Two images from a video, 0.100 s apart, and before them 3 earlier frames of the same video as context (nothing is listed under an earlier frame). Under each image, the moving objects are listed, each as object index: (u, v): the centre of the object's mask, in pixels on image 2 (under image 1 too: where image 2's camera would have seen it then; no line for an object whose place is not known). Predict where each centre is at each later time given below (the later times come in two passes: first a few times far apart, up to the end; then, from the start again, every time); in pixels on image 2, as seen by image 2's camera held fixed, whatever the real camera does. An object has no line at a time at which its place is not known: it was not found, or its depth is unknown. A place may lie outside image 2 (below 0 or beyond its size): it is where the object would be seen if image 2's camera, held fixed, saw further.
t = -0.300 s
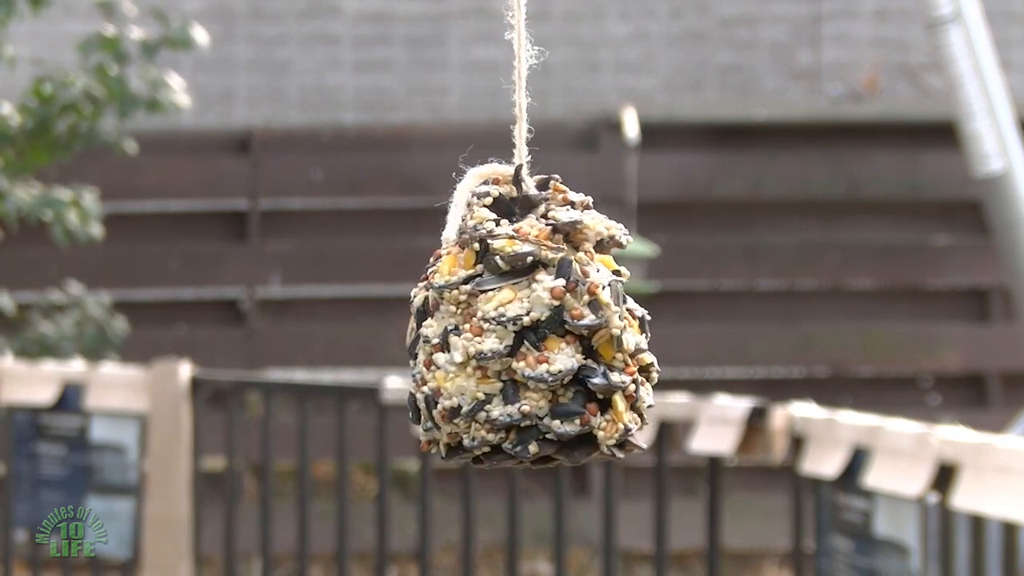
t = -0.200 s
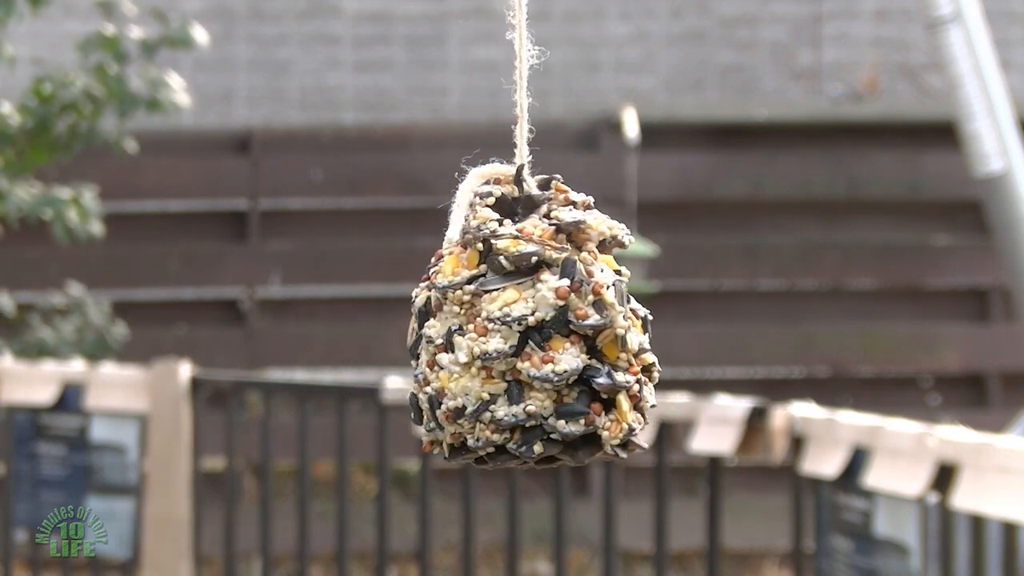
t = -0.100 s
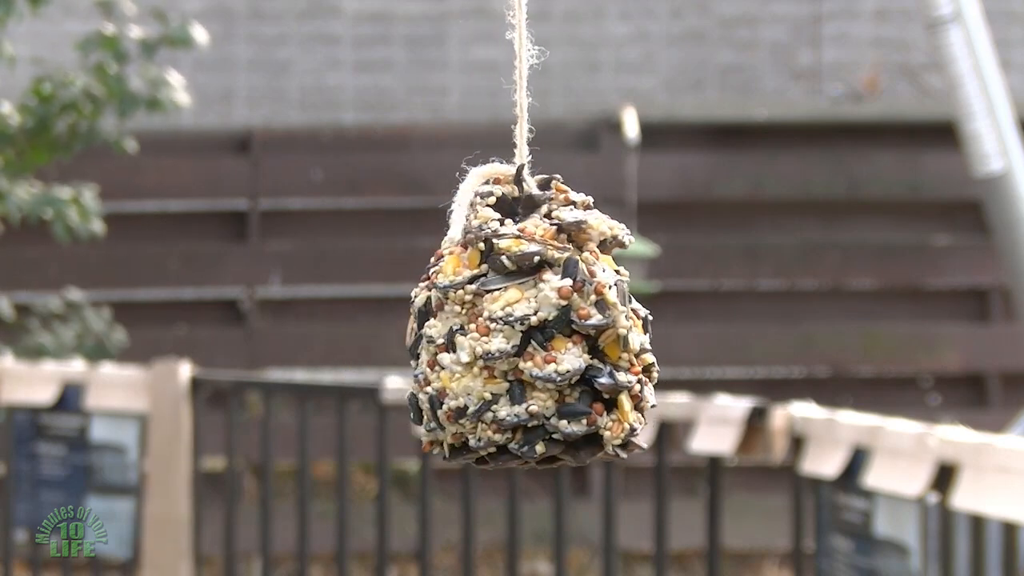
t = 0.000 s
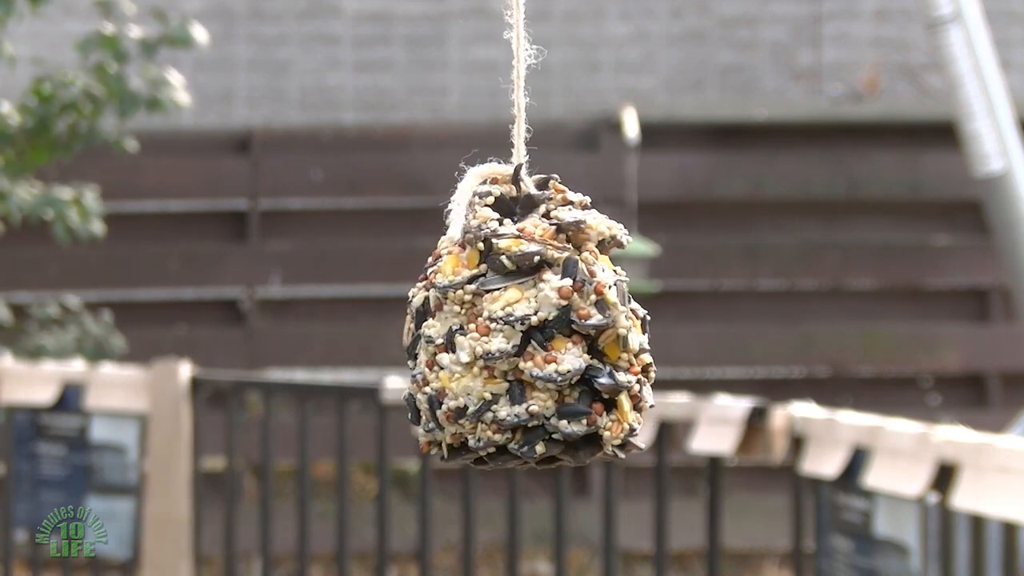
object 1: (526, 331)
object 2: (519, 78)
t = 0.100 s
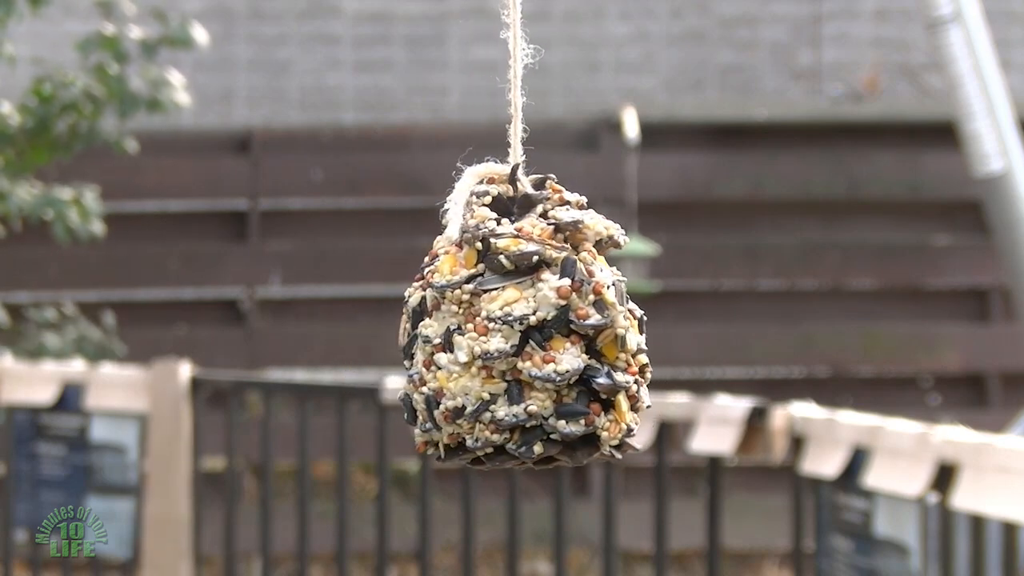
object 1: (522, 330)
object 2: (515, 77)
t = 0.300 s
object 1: (512, 331)
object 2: (506, 77)
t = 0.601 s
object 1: (496, 331)
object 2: (491, 76)
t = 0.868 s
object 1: (492, 331)
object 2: (487, 77)
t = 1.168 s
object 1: (502, 331)
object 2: (496, 78)
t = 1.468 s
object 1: (518, 329)
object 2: (511, 77)
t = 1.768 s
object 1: (521, 329)
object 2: (514, 76)
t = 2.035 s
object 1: (511, 331)
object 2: (505, 78)
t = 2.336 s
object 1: (495, 331)
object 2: (491, 78)
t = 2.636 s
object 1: (491, 330)
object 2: (487, 79)
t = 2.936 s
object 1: (505, 330)
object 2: (500, 80)
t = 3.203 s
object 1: (519, 329)
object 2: (512, 81)
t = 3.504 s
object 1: (521, 329)
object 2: (514, 81)
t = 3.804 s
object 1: (505, 329)
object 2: (501, 83)
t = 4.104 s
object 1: (487, 328)
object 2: (484, 83)
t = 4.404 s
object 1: (482, 329)
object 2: (479, 84)
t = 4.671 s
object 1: (493, 329)
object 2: (489, 84)
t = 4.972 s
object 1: (514, 329)
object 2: (507, 86)
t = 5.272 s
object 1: (524, 329)
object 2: (517, 86)
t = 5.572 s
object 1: (519, 331)
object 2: (514, 88)
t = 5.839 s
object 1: (502, 331)
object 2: (502, 86)
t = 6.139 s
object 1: (486, 332)
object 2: (490, 90)
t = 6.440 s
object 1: (490, 333)
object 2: (495, 92)
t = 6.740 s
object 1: (504, 332)
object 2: (509, 94)
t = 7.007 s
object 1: (511, 331)
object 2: (516, 93)
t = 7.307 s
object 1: (505, 331)
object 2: (509, 86)
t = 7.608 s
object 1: (491, 331)
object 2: (496, 85)
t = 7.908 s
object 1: (488, 331)
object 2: (492, 84)
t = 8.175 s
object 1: (501, 329)
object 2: (504, 83)
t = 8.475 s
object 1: (520, 328)
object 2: (522, 82)
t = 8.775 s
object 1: (528, 329)
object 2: (529, 83)
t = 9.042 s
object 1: (517, 329)
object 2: (519, 83)
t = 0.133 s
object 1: (521, 331)
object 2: (514, 78)
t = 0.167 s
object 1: (519, 330)
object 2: (512, 78)
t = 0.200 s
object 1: (518, 330)
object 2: (512, 78)
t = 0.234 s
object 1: (515, 330)
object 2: (509, 77)
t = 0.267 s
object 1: (514, 331)
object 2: (508, 77)
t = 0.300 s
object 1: (512, 331)
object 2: (506, 77)
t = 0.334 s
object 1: (510, 331)
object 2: (504, 76)
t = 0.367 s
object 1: (507, 331)
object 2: (501, 76)
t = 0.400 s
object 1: (505, 330)
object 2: (500, 76)
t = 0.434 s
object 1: (504, 330)
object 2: (499, 76)
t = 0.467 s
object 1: (502, 331)
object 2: (497, 77)
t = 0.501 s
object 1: (500, 331)
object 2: (495, 77)
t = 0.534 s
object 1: (498, 331)
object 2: (493, 77)
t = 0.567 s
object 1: (496, 331)
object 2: (491, 77)
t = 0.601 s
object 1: (496, 331)
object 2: (491, 76)
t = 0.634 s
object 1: (495, 331)
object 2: (490, 77)
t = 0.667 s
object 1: (493, 331)
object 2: (489, 77)
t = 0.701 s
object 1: (493, 331)
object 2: (488, 78)
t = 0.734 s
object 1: (491, 331)
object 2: (487, 77)
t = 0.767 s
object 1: (492, 331)
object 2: (487, 77)
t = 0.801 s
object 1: (492, 331)
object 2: (487, 77)
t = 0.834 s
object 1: (492, 331)
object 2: (487, 77)
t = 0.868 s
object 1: (492, 331)
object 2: (487, 77)
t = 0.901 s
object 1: (492, 330)
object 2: (487, 77)
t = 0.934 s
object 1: (493, 331)
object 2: (488, 78)
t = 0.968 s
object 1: (494, 330)
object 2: (489, 78)
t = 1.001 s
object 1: (494, 330)
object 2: (489, 78)
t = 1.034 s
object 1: (495, 331)
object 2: (490, 78)
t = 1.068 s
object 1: (497, 330)
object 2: (492, 78)
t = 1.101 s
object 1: (500, 330)
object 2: (494, 78)
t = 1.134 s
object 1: (502, 330)
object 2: (496, 78)
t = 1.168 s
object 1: (502, 331)
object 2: (496, 78)
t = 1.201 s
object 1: (505, 331)
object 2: (499, 77)
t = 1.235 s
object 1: (506, 330)
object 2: (500, 77)
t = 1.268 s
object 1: (509, 330)
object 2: (502, 77)
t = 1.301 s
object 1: (510, 330)
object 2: (504, 77)
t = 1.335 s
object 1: (512, 330)
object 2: (505, 78)
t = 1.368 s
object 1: (514, 331)
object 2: (507, 78)
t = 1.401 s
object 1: (516, 330)
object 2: (509, 78)
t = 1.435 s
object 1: (516, 329)
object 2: (509, 77)
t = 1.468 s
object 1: (518, 329)
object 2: (511, 77)
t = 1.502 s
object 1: (520, 329)
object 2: (513, 77)
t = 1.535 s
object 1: (520, 329)
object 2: (512, 77)
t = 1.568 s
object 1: (520, 330)
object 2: (513, 77)
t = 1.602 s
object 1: (522, 330)
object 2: (515, 77)
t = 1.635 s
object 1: (522, 329)
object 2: (515, 76)
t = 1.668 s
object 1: (522, 329)
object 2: (514, 77)
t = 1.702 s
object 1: (522, 329)
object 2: (515, 77)
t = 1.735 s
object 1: (522, 330)
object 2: (515, 77)
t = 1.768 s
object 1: (521, 329)
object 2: (514, 76)
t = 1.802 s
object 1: (521, 329)
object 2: (514, 76)
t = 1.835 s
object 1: (520, 330)
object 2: (513, 78)
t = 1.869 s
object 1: (518, 329)
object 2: (512, 77)
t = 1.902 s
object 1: (517, 330)
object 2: (511, 77)
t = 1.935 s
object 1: (516, 329)
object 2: (509, 76)
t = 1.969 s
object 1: (515, 331)
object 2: (508, 78)
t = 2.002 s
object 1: (513, 331)
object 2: (507, 77)
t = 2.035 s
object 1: (511, 331)
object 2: (505, 78)
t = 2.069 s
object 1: (509, 331)
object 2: (503, 77)
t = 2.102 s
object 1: (507, 330)
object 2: (501, 76)
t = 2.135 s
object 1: (504, 331)
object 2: (500, 78)
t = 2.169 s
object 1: (503, 331)
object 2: (498, 78)
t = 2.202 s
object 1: (502, 330)
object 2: (497, 77)
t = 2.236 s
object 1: (500, 330)
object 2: (495, 77)
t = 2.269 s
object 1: (498, 331)
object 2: (493, 78)
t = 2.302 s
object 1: (496, 330)
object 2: (492, 78)
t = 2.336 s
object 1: (495, 331)
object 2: (491, 78)
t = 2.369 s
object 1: (494, 330)
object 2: (490, 78)
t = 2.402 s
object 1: (493, 330)
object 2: (488, 77)
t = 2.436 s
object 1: (491, 331)
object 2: (487, 79)
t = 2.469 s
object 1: (491, 331)
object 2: (487, 79)
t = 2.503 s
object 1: (491, 331)
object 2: (487, 79)
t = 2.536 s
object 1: (491, 331)
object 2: (487, 79)
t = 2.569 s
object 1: (491, 330)
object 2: (487, 79)
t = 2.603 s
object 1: (490, 330)
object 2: (486, 79)
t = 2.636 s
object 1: (491, 330)
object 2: (487, 79)
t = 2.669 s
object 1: (493, 331)
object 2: (488, 80)
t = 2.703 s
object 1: (494, 331)
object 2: (489, 80)
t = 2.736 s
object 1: (494, 330)
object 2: (490, 79)
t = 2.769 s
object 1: (496, 331)
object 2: (492, 80)
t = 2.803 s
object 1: (497, 330)
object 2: (492, 79)
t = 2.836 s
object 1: (499, 331)
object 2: (494, 80)
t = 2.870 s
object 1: (501, 330)
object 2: (496, 80)
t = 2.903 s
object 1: (503, 331)
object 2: (498, 80)
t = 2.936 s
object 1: (505, 330)
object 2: (500, 80)
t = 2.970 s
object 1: (506, 330)
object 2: (500, 80)
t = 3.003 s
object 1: (508, 329)
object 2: (503, 79)
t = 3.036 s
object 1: (511, 330)
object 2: (505, 80)
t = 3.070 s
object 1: (513, 330)
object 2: (506, 80)
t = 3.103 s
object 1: (514, 328)
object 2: (507, 80)
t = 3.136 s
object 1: (515, 328)
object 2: (509, 79)
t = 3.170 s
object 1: (518, 329)
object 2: (511, 80)
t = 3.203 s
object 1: (519, 329)
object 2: (512, 81)
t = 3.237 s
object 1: (519, 328)
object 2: (513, 80)
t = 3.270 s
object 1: (521, 329)
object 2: (514, 81)
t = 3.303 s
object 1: (522, 329)
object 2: (515, 81)
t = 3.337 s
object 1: (522, 328)
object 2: (515, 80)
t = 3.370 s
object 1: (521, 329)
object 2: (514, 81)
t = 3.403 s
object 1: (523, 329)
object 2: (516, 82)
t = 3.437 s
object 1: (523, 329)
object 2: (516, 82)
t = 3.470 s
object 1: (522, 328)
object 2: (515, 81)
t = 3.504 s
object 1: (521, 329)
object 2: (514, 81)
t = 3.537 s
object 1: (521, 329)
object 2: (514, 81)
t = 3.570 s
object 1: (520, 329)
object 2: (513, 81)
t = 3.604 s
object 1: (518, 328)
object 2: (511, 81)
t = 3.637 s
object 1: (516, 329)
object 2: (510, 81)
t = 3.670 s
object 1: (514, 328)
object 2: (509, 81)
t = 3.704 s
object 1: (513, 329)
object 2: (507, 82)
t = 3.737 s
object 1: (510, 329)
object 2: (505, 82)
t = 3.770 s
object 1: (508, 328)
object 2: (503, 81)
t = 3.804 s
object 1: (505, 329)
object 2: (501, 83)
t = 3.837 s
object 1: (503, 328)
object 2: (498, 81)
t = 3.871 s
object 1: (500, 329)
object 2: (497, 83)
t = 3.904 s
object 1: (499, 329)
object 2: (495, 83)
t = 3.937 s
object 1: (496, 328)
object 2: (493, 82)
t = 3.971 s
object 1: (495, 328)
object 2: (491, 82)
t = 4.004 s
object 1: (492, 329)
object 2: (489, 83)
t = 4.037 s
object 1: (490, 329)
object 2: (487, 83)
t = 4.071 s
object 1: (488, 328)
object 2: (485, 83)
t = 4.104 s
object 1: (487, 328)
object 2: (484, 83)
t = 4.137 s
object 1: (485, 328)
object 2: (482, 84)
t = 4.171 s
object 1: (484, 329)
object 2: (481, 84)
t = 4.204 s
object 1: (483, 329)
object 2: (480, 84)
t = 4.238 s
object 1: (483, 329)
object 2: (480, 84)
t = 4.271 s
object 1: (482, 328)
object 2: (479, 84)
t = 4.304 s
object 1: (482, 329)
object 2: (479, 84)
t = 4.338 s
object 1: (481, 328)
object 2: (478, 84)
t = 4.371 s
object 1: (481, 328)
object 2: (478, 84)
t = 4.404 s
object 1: (482, 329)
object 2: (479, 84)
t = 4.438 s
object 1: (483, 329)
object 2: (480, 84)
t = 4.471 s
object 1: (483, 329)
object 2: (480, 84)
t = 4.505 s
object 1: (484, 329)
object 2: (481, 84)
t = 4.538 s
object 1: (486, 328)
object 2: (483, 84)
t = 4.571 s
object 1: (488, 329)
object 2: (485, 85)
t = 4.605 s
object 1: (490, 329)
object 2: (486, 85)
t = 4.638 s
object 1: (492, 329)
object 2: (487, 85)
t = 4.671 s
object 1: (493, 329)
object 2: (489, 84)
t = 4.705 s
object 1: (495, 329)
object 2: (491, 85)
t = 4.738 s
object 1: (499, 329)
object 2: (494, 85)
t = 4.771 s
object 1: (500, 328)
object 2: (495, 85)
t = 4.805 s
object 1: (503, 329)
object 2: (497, 85)
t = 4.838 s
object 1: (505, 329)
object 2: (499, 86)
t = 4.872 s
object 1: (507, 329)
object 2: (501, 86)
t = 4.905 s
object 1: (509, 328)
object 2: (503, 85)
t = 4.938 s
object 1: (511, 329)
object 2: (505, 86)
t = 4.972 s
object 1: (514, 329)
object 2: (507, 86)
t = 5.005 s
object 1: (514, 329)
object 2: (508, 86)
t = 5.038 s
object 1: (516, 329)
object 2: (509, 86)
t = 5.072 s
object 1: (517, 328)
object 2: (511, 87)
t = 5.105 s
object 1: (519, 328)
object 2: (513, 86)
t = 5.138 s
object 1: (521, 329)
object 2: (514, 86)
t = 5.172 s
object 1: (521, 330)
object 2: (515, 86)
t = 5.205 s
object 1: (522, 330)
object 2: (515, 87)
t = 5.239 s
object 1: (522, 328)
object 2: (516, 85)
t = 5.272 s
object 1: (524, 329)
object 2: (517, 86)
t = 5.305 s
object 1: (523, 329)
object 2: (517, 86)
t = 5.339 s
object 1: (523, 329)
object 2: (517, 86)
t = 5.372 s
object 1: (523, 330)
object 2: (517, 87)
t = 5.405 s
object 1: (523, 329)
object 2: (517, 86)
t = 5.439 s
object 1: (523, 331)
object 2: (517, 87)
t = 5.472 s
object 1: (522, 329)
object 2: (516, 86)
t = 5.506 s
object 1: (521, 331)
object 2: (516, 88)
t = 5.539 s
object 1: (520, 329)
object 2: (515, 87)
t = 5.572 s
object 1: (519, 331)
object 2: (514, 88)
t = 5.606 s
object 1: (517, 331)
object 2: (512, 89)
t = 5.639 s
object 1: (514, 330)
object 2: (511, 87)
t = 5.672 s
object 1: (512, 330)
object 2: (509, 89)
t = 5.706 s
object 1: (510, 330)
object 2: (508, 89)
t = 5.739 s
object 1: (508, 332)
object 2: (506, 87)
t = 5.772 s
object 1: (506, 332)
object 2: (504, 87)
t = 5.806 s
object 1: (503, 331)
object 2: (502, 86)
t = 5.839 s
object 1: (502, 331)
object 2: (502, 86)
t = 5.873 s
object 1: (499, 331)
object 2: (499, 87)
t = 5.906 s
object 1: (497, 332)
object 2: (498, 87)
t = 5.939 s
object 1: (495, 332)
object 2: (496, 87)
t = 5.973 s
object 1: (493, 333)
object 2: (495, 90)
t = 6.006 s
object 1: (491, 332)
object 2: (493, 89)
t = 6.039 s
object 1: (490, 333)
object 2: (493, 90)
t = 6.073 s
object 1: (488, 333)
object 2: (492, 91)
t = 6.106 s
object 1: (488, 332)
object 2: (491, 90)
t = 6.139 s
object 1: (486, 332)
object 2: (490, 90)
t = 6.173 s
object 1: (486, 333)
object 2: (490, 92)
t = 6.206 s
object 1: (485, 333)
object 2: (489, 92)
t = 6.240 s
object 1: (485, 333)
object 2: (490, 92)
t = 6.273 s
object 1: (485, 332)
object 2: (490, 91)
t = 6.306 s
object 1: (485, 332)
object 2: (490, 91)
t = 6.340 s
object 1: (486, 333)
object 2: (491, 92)
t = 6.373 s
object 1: (487, 333)
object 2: (492, 92)
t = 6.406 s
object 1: (488, 333)
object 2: (494, 92)
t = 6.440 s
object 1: (490, 333)
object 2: (495, 92)
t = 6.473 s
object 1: (490, 332)
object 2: (496, 92)
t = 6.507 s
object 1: (492, 332)
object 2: (497, 92)
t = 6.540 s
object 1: (493, 332)
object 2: (499, 92)
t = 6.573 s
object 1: (496, 332)
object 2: (501, 92)
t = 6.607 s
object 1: (497, 333)
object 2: (503, 94)
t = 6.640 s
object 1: (499, 332)
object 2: (504, 93)
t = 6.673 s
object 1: (501, 332)
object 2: (507, 93)
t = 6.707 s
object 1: (502, 332)
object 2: (508, 93)
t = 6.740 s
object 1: (504, 332)
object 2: (509, 94)
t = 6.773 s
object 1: (506, 332)
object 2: (511, 94)
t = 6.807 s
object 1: (507, 332)
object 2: (512, 94)
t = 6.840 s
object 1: (509, 332)
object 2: (514, 94)
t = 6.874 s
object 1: (509, 332)
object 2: (515, 94)
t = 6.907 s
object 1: (511, 332)
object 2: (516, 95)
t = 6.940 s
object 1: (511, 332)
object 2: (517, 96)
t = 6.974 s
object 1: (513, 332)
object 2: (517, 94)
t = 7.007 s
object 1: (511, 331)
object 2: (516, 93)
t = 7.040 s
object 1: (512, 331)
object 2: (515, 86)
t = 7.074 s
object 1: (511, 331)
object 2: (515, 85)
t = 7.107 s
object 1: (512, 332)
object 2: (516, 86)
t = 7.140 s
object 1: (511, 332)
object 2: (515, 86)
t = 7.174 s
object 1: (510, 331)
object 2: (514, 85)
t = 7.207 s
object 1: (509, 331)
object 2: (513, 84)
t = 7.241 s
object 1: (508, 331)
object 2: (512, 85)
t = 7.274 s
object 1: (507, 332)
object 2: (511, 87)
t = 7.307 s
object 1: (505, 331)
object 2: (509, 86)
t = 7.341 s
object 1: (504, 331)
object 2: (508, 87)
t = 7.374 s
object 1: (502, 330)
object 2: (506, 85)
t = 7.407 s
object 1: (501, 331)
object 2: (505, 87)
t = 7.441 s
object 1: (498, 331)
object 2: (503, 87)
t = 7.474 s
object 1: (496, 331)
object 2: (501, 85)
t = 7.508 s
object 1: (494, 331)
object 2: (499, 85)
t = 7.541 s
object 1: (493, 330)
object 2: (498, 85)
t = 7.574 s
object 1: (492, 332)
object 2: (497, 86)
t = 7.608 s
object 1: (491, 331)
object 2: (496, 85)
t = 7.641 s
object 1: (489, 330)
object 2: (494, 84)
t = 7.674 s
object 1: (489, 331)
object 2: (494, 85)
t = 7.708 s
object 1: (488, 331)
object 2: (493, 85)
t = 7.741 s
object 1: (487, 331)
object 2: (492, 85)
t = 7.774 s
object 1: (486, 330)
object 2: (491, 84)
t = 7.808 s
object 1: (487, 331)
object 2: (492, 85)
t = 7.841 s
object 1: (486, 330)
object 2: (491, 84)
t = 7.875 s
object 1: (487, 330)
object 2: (492, 83)
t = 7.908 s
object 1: (488, 331)
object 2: (492, 84)
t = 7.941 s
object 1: (490, 331)
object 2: (494, 84)
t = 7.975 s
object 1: (491, 330)
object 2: (495, 83)
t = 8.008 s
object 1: (491, 329)
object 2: (495, 83)
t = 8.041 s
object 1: (493, 330)
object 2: (497, 83)
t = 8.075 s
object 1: (494, 330)
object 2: (498, 83)
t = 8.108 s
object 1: (497, 330)
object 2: (500, 83)
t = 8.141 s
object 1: (499, 330)
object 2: (502, 84)
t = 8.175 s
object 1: (501, 329)
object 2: (504, 83)
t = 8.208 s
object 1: (502, 329)
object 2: (505, 83)
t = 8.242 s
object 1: (504, 329)
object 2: (507, 83)
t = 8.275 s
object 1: (506, 329)
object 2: (509, 83)
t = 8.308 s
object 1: (509, 330)
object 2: (511, 84)
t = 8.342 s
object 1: (512, 329)
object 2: (514, 83)
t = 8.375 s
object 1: (512, 330)
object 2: (514, 84)
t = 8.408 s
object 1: (515, 330)
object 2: (517, 84)
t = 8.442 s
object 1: (517, 329)
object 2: (519, 84)
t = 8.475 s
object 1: (520, 328)
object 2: (522, 82)
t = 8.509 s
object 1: (521, 329)
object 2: (523, 84)
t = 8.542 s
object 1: (522, 329)
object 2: (523, 83)
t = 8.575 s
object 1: (524, 330)
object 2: (525, 84)
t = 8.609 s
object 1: (527, 329)
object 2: (527, 84)
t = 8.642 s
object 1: (528, 329)
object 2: (529, 84)
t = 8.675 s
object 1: (527, 329)
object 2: (528, 83)
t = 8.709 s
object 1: (529, 329)
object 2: (530, 84)
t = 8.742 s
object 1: (529, 329)
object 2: (530, 84)
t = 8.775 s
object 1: (528, 329)
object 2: (529, 83)
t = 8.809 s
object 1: (528, 329)
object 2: (528, 83)
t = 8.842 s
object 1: (527, 329)
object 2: (528, 84)
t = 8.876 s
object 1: (527, 329)
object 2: (528, 83)
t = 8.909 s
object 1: (526, 329)
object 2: (527, 83)
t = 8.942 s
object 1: (524, 329)
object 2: (525, 83)
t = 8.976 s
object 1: (522, 328)
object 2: (523, 83)
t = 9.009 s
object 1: (520, 329)
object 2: (522, 84)
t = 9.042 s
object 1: (517, 329)
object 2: (519, 83)
